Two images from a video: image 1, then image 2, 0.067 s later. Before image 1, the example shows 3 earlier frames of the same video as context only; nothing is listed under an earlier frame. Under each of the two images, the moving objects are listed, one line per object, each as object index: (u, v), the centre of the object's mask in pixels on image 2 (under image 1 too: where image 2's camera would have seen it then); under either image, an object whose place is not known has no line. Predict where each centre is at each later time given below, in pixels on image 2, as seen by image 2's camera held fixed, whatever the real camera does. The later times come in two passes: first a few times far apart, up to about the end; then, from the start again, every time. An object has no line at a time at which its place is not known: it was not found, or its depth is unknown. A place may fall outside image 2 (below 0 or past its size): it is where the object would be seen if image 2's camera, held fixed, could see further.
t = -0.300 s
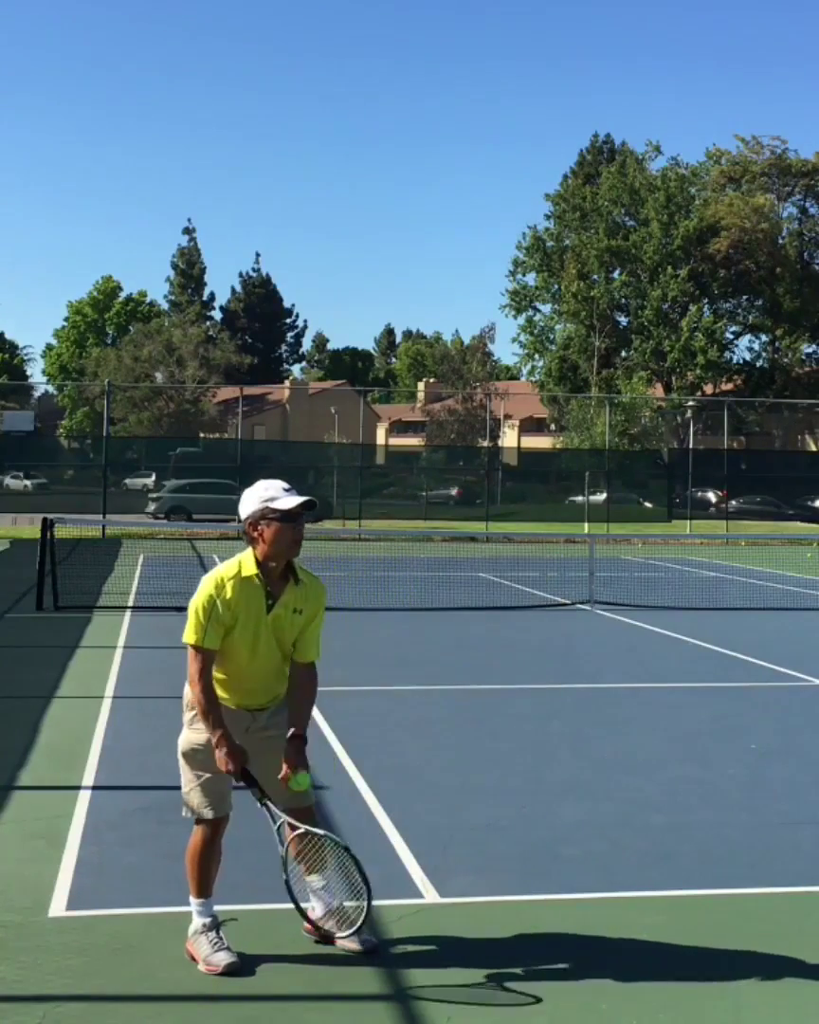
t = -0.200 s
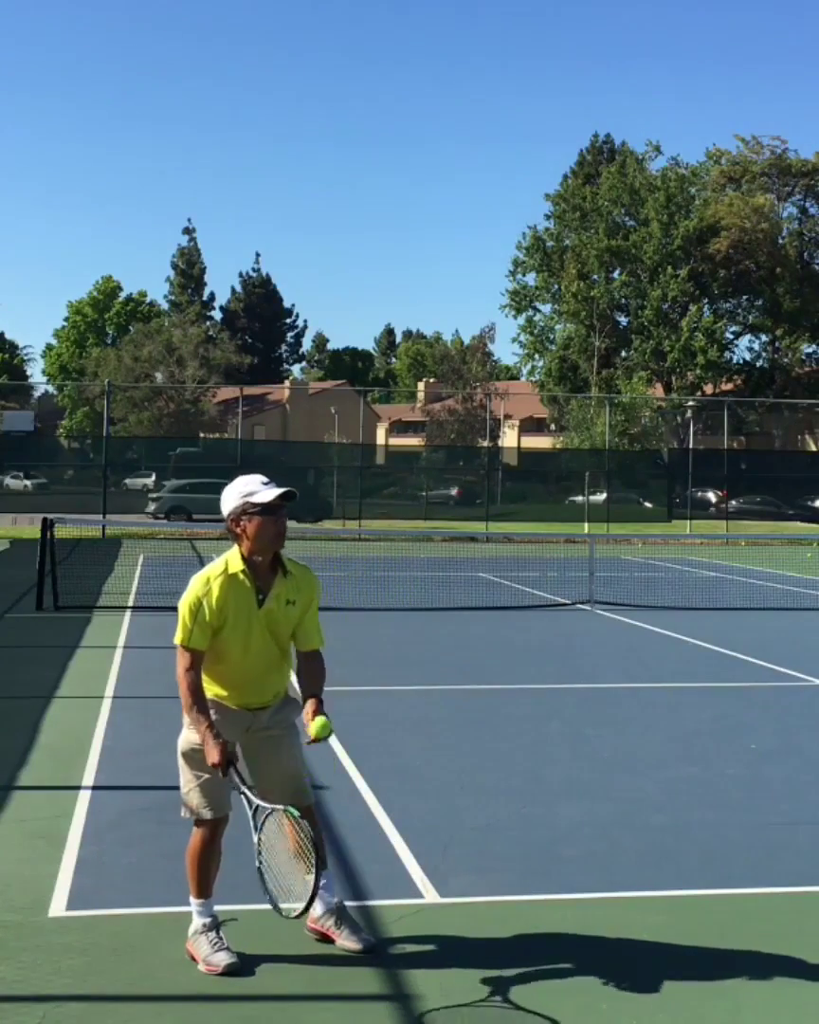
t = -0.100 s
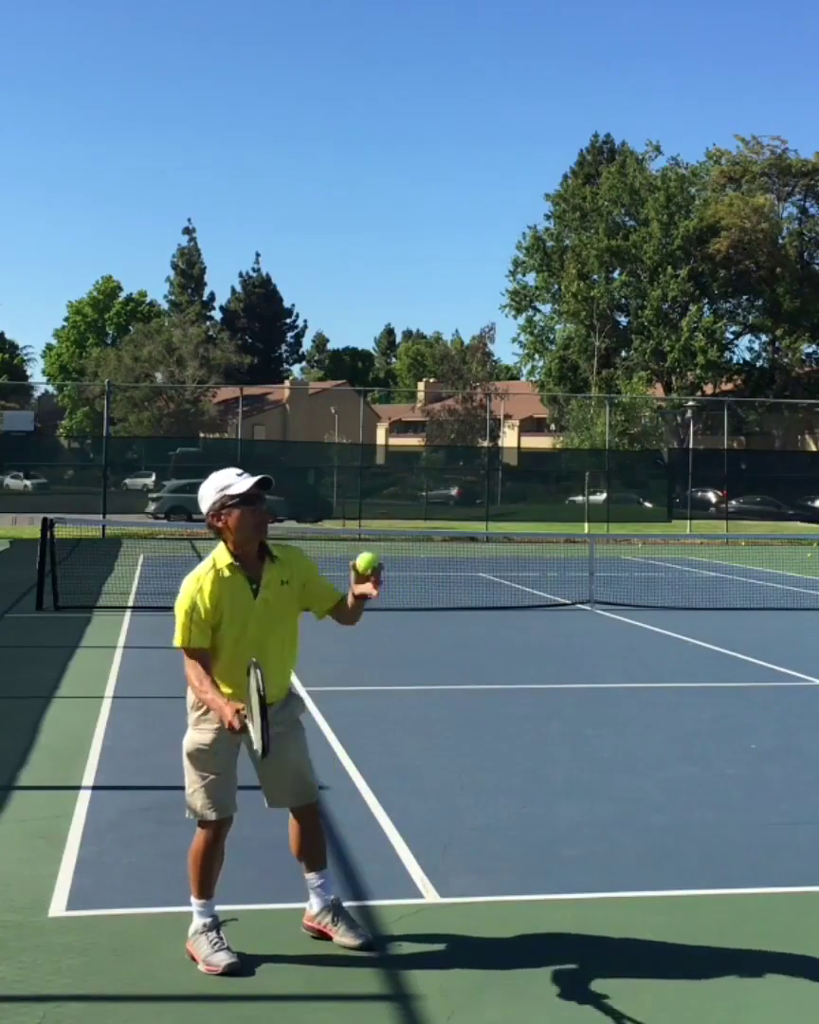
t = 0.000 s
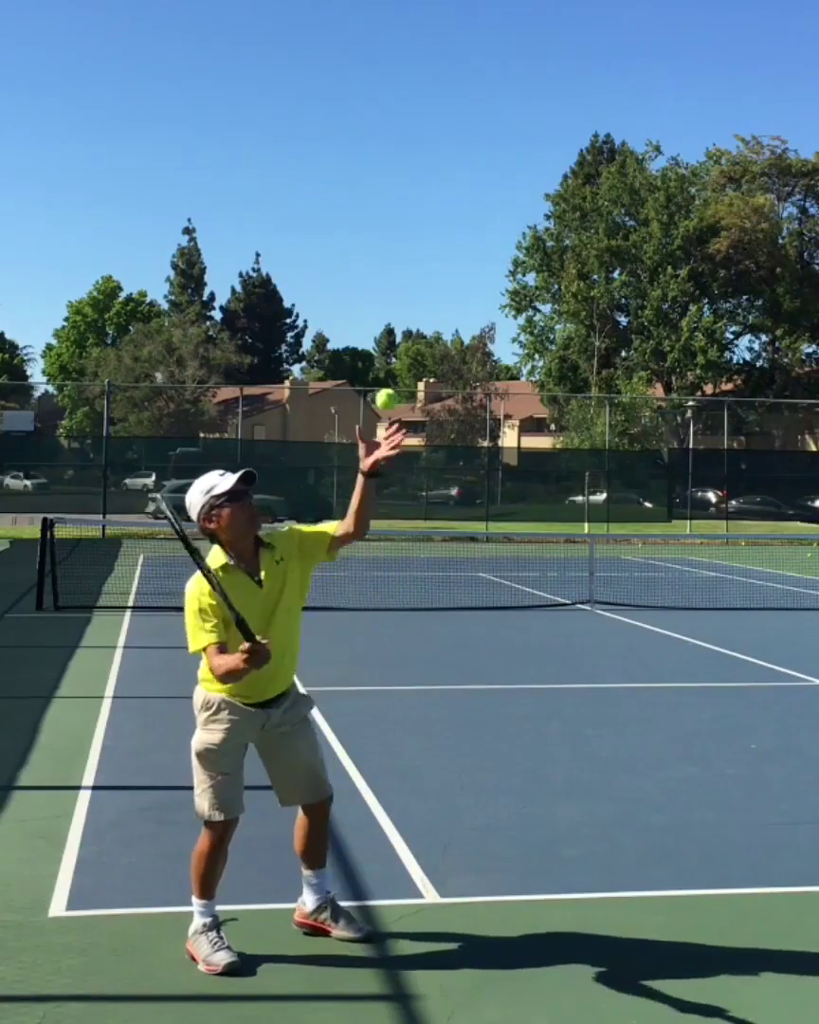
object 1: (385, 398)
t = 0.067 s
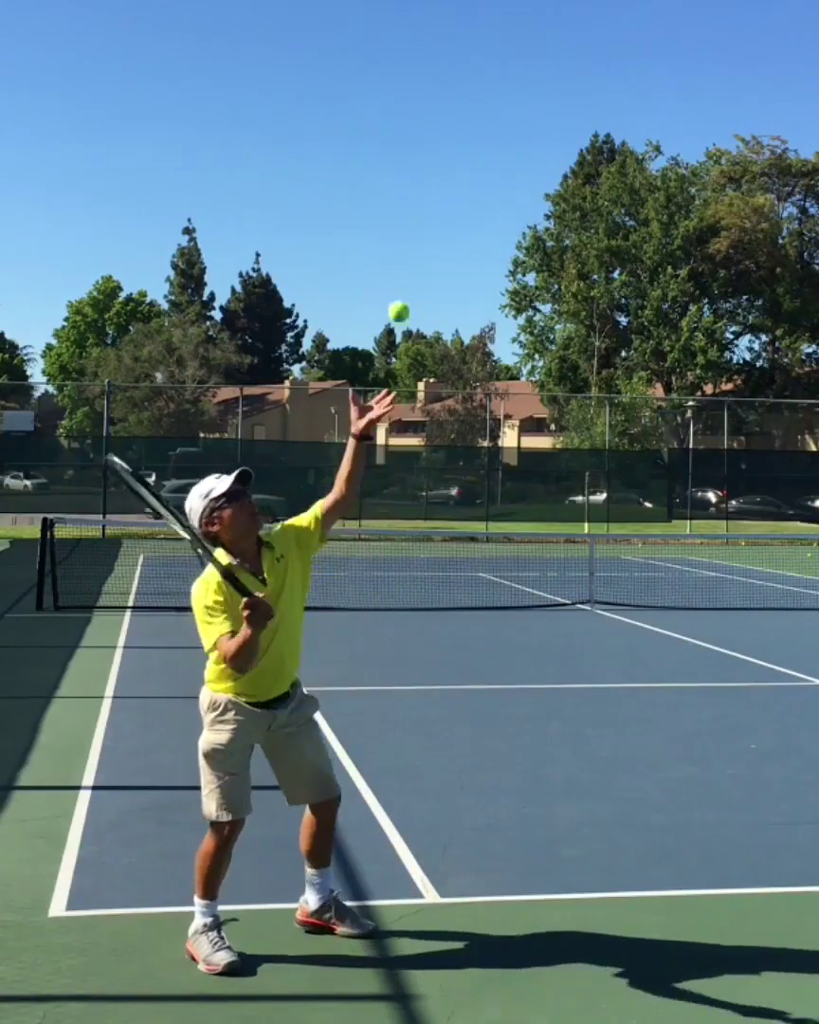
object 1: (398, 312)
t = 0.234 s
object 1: (426, 160)
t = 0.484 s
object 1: (461, 96)
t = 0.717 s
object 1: (487, 193)
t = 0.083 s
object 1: (401, 292)
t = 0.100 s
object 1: (404, 274)
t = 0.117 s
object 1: (407, 256)
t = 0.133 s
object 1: (410, 240)
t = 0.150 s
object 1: (413, 224)
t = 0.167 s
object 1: (415, 210)
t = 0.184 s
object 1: (418, 196)
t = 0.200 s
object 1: (421, 183)
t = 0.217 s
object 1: (423, 171)
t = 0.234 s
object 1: (426, 160)
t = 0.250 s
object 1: (429, 150)
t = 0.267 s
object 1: (431, 141)
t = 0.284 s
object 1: (434, 132)
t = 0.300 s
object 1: (436, 125)
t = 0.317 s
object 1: (439, 118)
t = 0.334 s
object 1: (441, 113)
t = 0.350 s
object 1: (443, 107)
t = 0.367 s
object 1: (445, 103)
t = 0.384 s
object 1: (447, 100)
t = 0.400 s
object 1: (450, 97)
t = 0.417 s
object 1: (452, 96)
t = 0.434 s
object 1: (454, 95)
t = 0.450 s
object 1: (456, 95)
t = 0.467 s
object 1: (458, 95)
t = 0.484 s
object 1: (461, 96)
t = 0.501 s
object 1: (463, 99)
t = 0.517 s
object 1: (465, 101)
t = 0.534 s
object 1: (467, 105)
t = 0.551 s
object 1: (469, 109)
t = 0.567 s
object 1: (470, 114)
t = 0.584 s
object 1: (472, 120)
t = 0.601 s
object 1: (474, 127)
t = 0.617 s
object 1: (476, 134)
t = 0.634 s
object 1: (478, 142)
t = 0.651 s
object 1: (480, 151)
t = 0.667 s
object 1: (482, 161)
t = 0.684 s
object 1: (483, 171)
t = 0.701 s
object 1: (485, 182)
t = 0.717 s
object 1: (487, 193)
